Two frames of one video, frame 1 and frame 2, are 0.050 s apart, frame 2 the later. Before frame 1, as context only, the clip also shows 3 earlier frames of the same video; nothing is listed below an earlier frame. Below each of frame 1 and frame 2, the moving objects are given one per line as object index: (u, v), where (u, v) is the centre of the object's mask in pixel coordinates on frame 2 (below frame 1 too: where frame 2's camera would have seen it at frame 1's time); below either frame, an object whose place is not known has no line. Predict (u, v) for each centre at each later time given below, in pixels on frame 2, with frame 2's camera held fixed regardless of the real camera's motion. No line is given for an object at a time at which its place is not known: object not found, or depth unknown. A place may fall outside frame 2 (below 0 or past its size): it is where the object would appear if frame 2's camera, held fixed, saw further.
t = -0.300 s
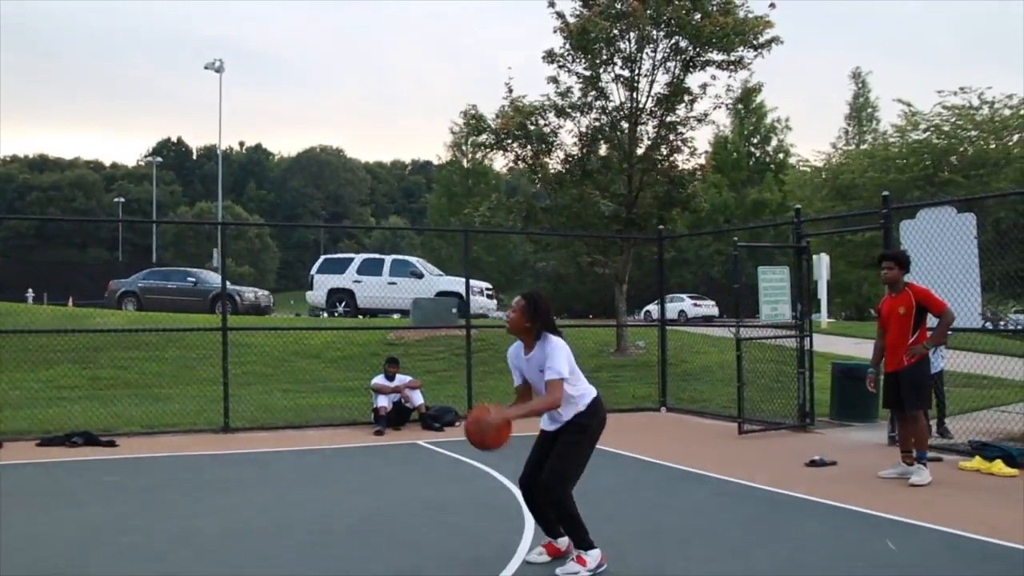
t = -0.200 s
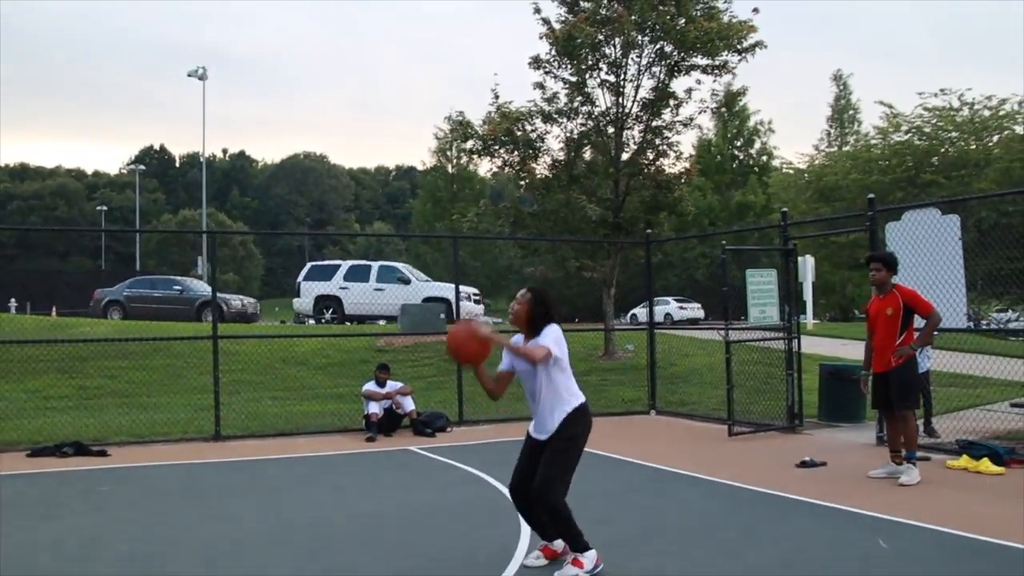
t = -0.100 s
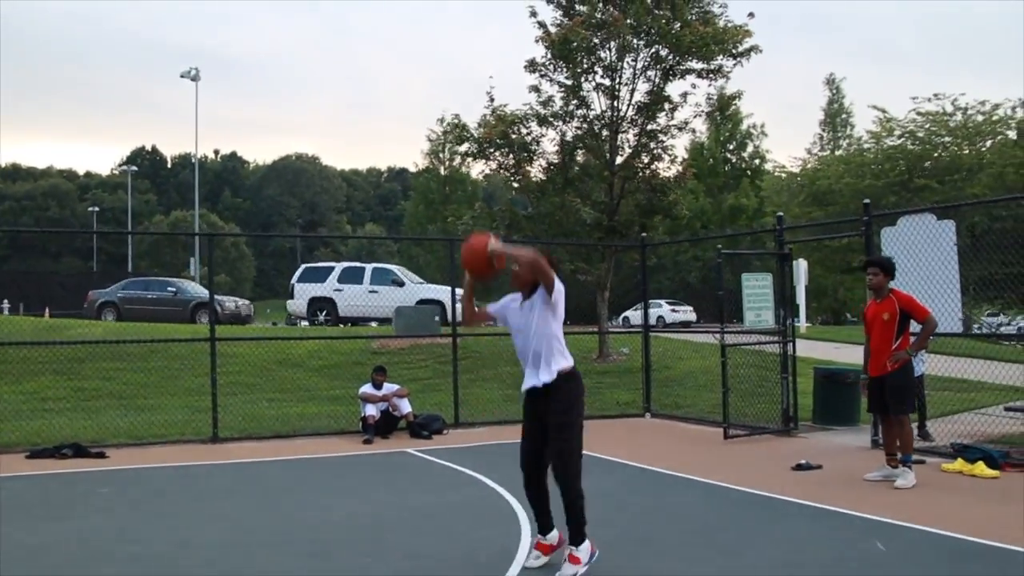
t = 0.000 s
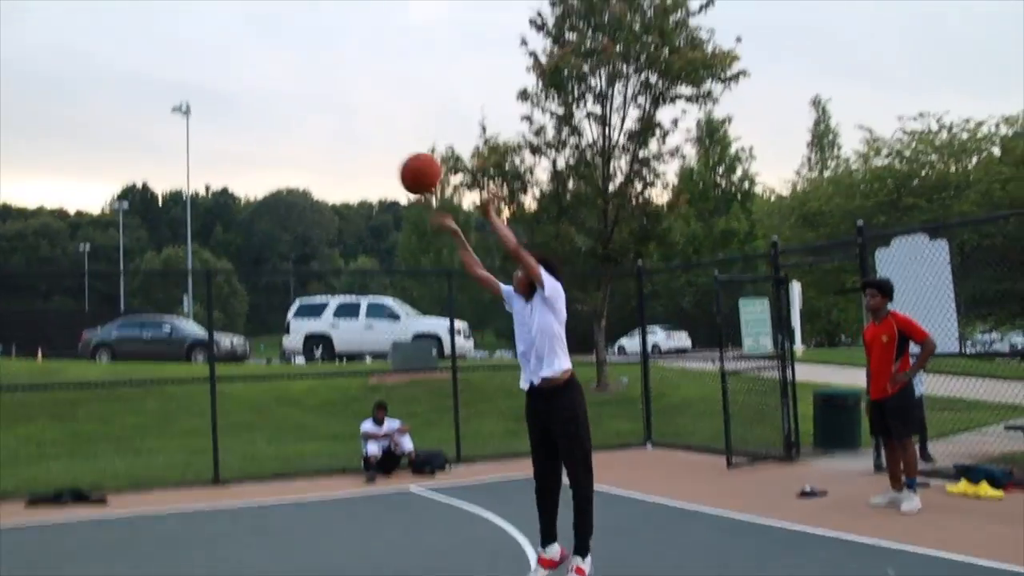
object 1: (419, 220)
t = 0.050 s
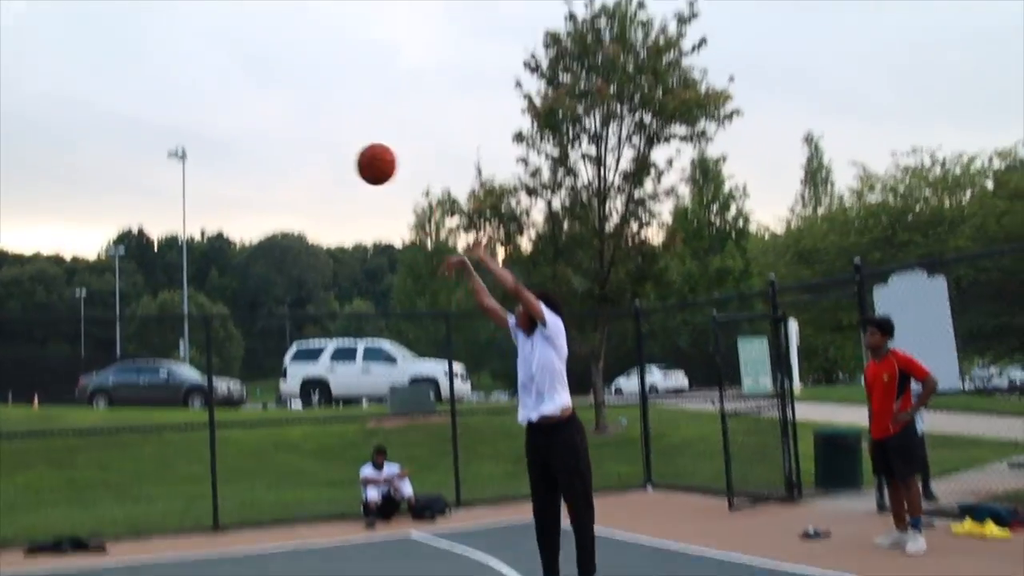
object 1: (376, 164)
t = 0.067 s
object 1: (362, 147)
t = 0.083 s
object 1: (349, 131)
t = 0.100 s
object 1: (336, 116)
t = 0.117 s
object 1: (322, 102)
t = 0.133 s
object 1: (309, 89)
